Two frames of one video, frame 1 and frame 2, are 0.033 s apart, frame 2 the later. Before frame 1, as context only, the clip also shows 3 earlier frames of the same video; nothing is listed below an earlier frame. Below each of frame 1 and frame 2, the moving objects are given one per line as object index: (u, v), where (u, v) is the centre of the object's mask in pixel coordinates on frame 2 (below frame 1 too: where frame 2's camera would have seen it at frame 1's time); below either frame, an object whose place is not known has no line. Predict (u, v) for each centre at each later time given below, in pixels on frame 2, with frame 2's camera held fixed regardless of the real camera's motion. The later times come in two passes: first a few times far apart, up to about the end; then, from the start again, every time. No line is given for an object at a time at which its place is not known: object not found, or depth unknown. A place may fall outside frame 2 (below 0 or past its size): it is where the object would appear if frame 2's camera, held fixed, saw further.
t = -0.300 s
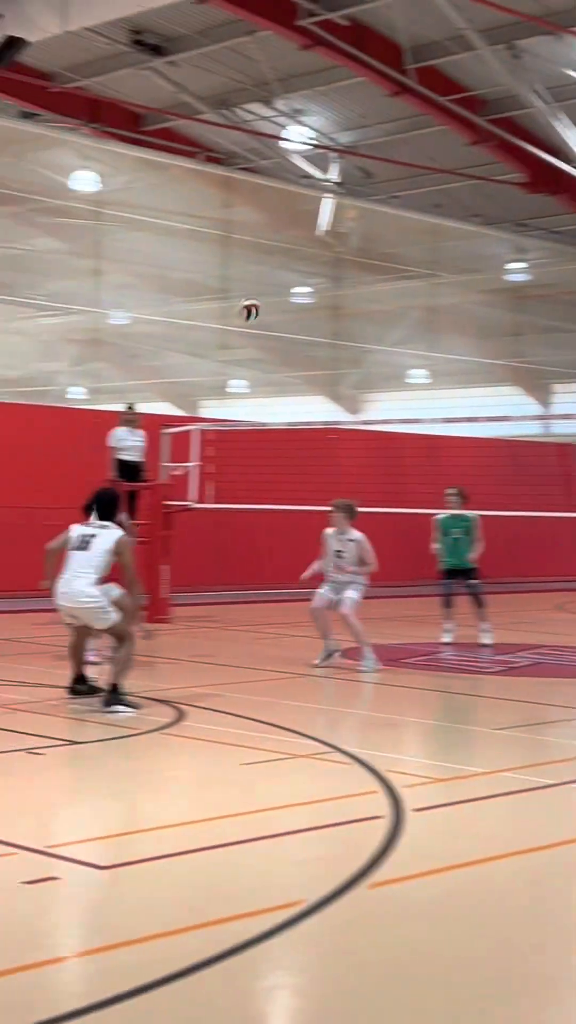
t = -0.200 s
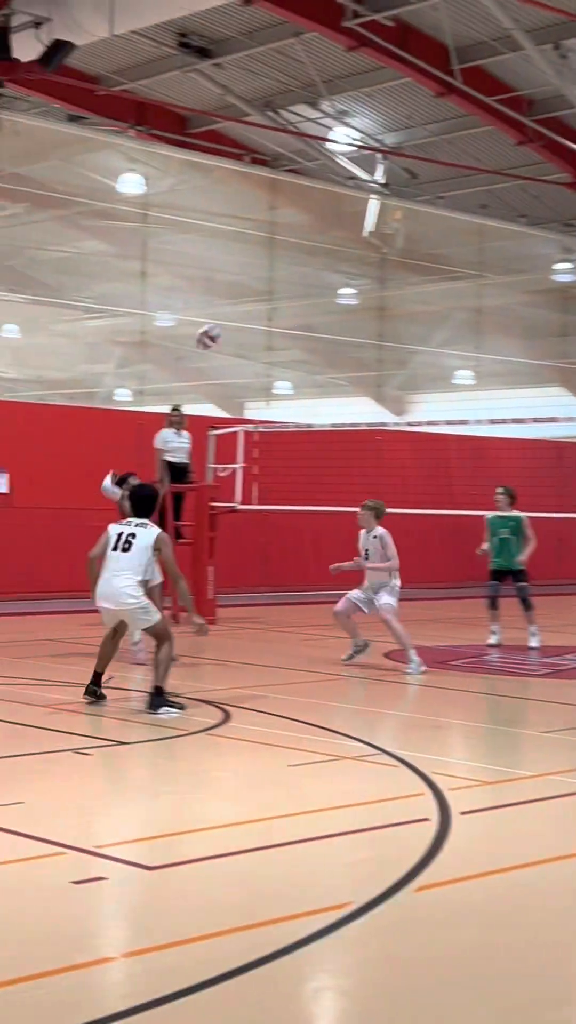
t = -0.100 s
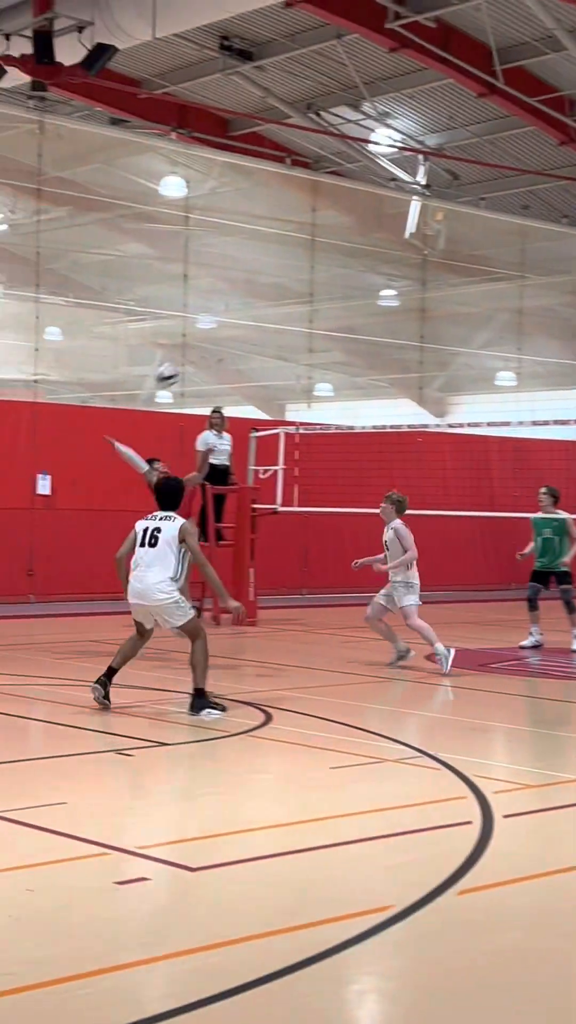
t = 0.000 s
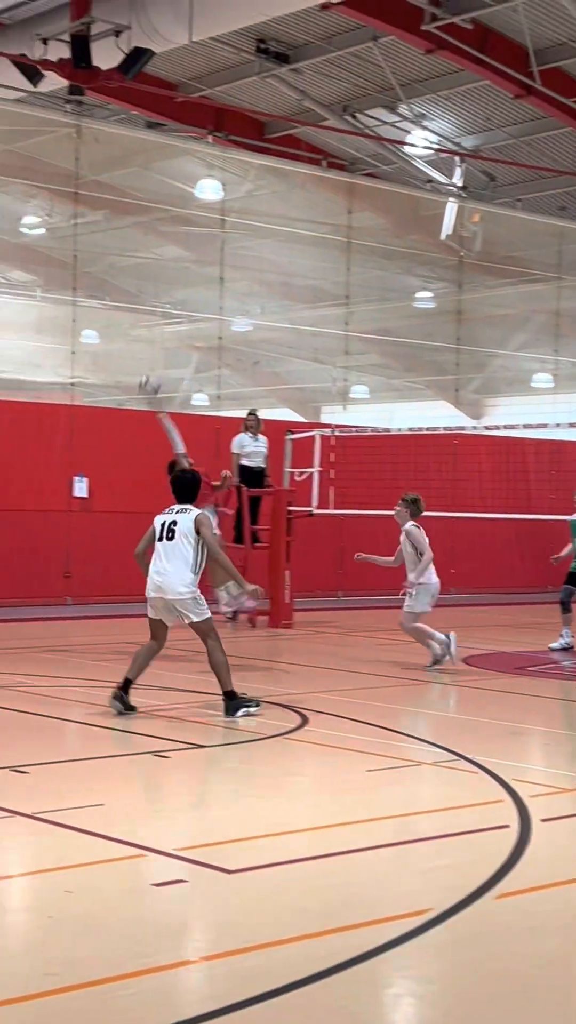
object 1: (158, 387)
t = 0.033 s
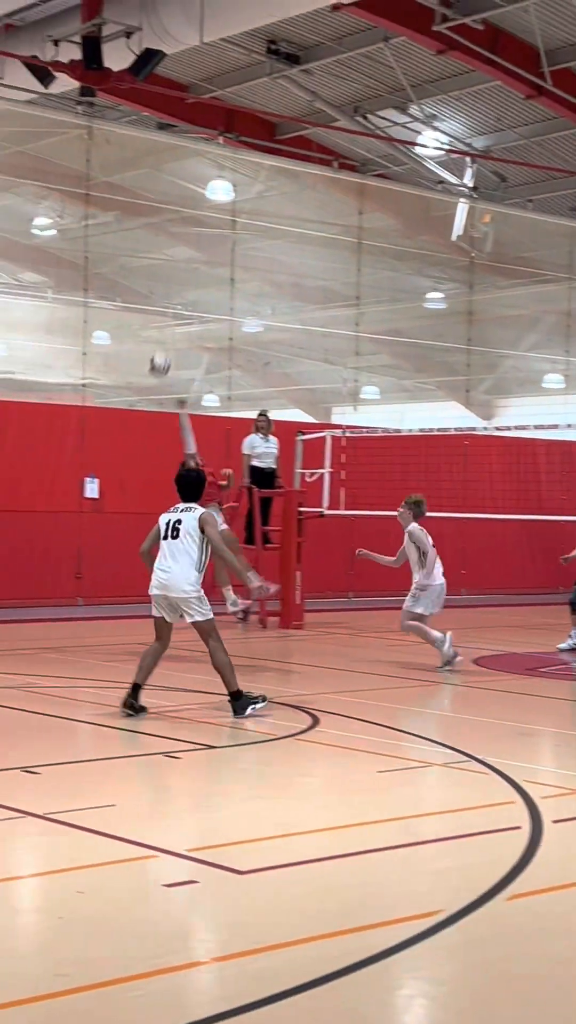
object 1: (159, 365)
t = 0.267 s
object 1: (156, 256)
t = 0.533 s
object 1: (144, 202)
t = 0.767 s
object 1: (132, 214)
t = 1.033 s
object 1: (119, 287)
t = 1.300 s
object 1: (106, 418)
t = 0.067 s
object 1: (160, 345)
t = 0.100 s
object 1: (159, 328)
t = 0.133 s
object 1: (159, 311)
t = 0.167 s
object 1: (159, 295)
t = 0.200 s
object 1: (158, 280)
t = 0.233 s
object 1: (157, 266)
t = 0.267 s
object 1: (156, 256)
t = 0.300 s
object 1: (155, 244)
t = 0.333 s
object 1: (153, 235)
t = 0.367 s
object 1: (152, 226)
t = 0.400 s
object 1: (150, 219)
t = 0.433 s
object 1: (148, 214)
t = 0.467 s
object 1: (147, 209)
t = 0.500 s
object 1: (145, 205)
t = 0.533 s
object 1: (144, 202)
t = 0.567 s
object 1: (141, 201)
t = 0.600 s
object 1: (140, 201)
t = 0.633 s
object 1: (139, 201)
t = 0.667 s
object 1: (137, 202)
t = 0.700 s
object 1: (135, 205)
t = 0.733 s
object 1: (134, 209)
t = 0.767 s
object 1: (132, 214)
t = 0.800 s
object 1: (131, 220)
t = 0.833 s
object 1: (129, 225)
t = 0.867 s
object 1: (127, 234)
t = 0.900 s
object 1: (125, 243)
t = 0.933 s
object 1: (124, 253)
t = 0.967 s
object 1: (122, 263)
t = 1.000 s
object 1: (121, 273)
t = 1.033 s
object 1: (119, 287)
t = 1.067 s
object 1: (117, 301)
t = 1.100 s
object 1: (116, 315)
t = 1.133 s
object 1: (113, 330)
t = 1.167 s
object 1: (110, 345)
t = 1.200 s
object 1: (110, 363)
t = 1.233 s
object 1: (109, 379)
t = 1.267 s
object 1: (107, 398)
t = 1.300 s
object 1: (106, 418)
